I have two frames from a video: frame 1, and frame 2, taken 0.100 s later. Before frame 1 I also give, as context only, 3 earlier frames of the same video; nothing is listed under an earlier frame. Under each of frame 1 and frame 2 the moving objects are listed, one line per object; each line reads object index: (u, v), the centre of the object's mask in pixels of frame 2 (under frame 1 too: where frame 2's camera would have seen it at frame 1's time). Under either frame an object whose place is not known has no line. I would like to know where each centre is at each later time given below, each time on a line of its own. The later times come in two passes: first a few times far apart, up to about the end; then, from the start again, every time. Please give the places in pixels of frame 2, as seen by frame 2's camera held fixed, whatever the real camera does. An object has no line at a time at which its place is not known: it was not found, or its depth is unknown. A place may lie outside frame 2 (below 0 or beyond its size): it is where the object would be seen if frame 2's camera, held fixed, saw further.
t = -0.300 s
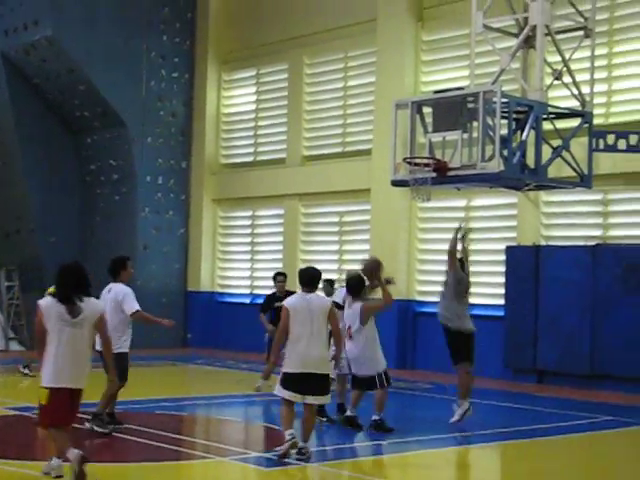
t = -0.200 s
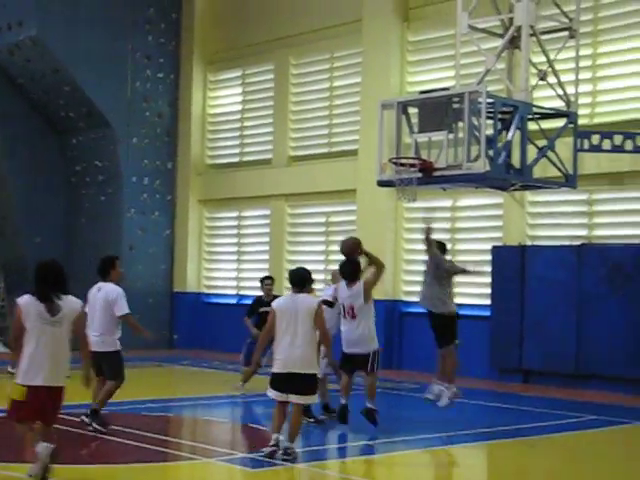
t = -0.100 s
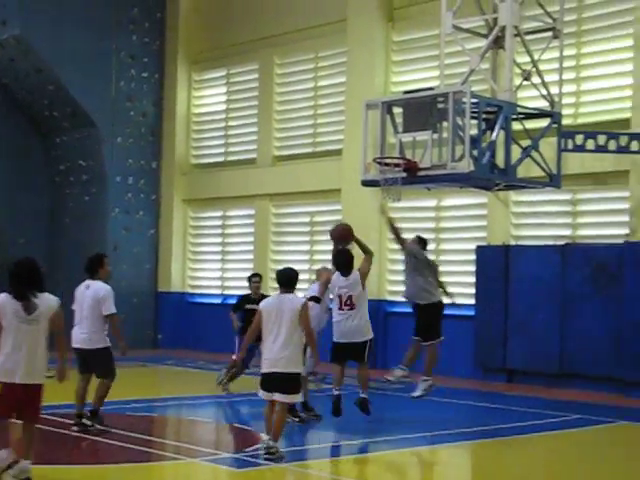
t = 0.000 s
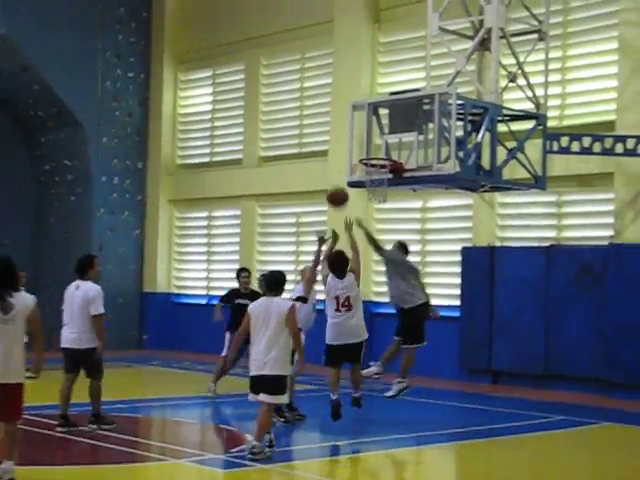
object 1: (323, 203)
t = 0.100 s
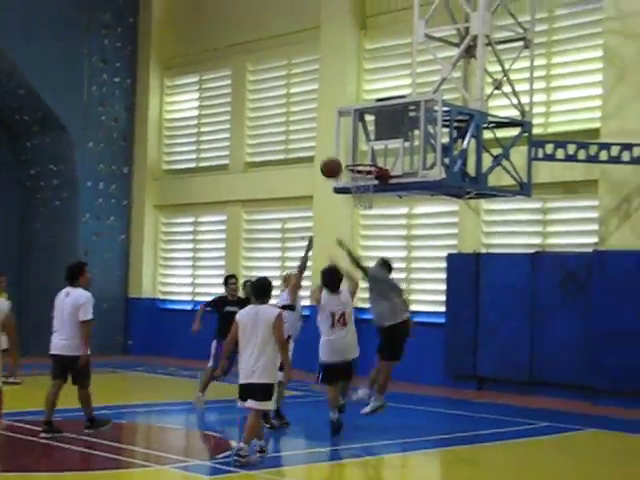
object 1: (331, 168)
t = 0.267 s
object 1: (342, 133)
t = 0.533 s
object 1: (358, 130)
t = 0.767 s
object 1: (369, 153)
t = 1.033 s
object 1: (374, 153)
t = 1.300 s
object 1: (360, 159)
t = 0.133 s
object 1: (333, 158)
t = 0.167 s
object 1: (335, 150)
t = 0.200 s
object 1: (338, 144)
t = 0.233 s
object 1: (340, 138)
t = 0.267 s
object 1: (342, 133)
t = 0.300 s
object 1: (345, 129)
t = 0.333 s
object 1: (347, 127)
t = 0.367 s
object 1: (349, 125)
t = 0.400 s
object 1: (351, 124)
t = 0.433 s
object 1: (353, 124)
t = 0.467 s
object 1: (355, 125)
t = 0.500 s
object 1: (357, 127)
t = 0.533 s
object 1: (358, 130)
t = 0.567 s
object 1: (360, 134)
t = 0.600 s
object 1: (362, 137)
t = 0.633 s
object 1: (363, 143)
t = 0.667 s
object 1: (365, 149)
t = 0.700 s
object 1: (367, 155)
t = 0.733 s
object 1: (368, 154)
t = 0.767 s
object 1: (369, 153)
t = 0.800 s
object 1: (370, 153)
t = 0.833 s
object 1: (370, 153)
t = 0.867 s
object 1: (372, 154)
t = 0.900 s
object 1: (373, 156)
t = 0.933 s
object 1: (373, 158)
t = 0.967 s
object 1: (374, 157)
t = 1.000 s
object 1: (376, 155)
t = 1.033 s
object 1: (374, 153)
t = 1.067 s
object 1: (372, 151)
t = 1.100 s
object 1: (371, 150)
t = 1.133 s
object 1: (369, 149)
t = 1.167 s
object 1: (367, 150)
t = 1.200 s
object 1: (366, 151)
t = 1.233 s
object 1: (364, 153)
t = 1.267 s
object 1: (362, 156)
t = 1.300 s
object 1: (360, 159)
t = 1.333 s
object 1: (359, 164)
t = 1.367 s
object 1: (356, 171)
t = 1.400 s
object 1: (354, 177)
